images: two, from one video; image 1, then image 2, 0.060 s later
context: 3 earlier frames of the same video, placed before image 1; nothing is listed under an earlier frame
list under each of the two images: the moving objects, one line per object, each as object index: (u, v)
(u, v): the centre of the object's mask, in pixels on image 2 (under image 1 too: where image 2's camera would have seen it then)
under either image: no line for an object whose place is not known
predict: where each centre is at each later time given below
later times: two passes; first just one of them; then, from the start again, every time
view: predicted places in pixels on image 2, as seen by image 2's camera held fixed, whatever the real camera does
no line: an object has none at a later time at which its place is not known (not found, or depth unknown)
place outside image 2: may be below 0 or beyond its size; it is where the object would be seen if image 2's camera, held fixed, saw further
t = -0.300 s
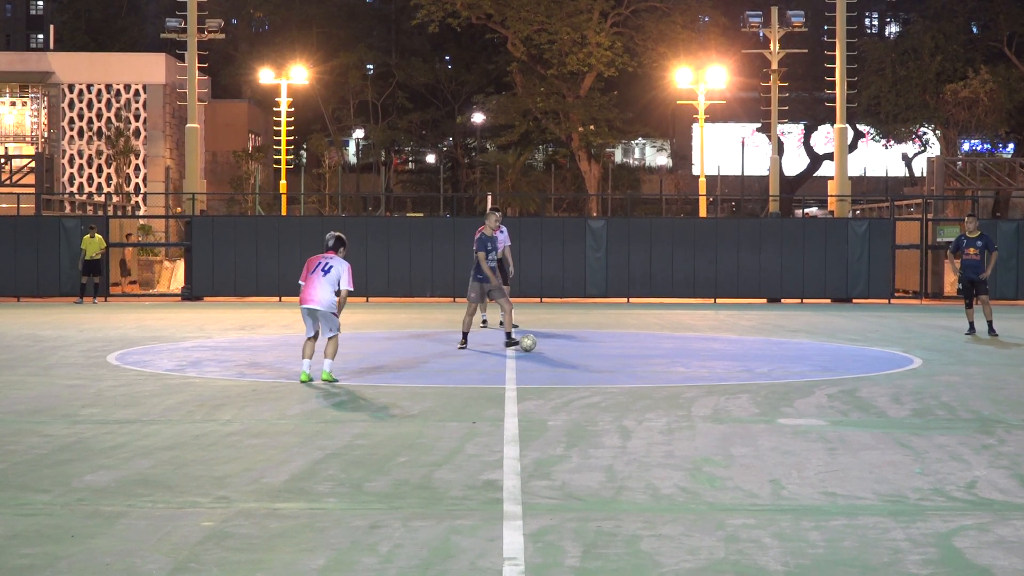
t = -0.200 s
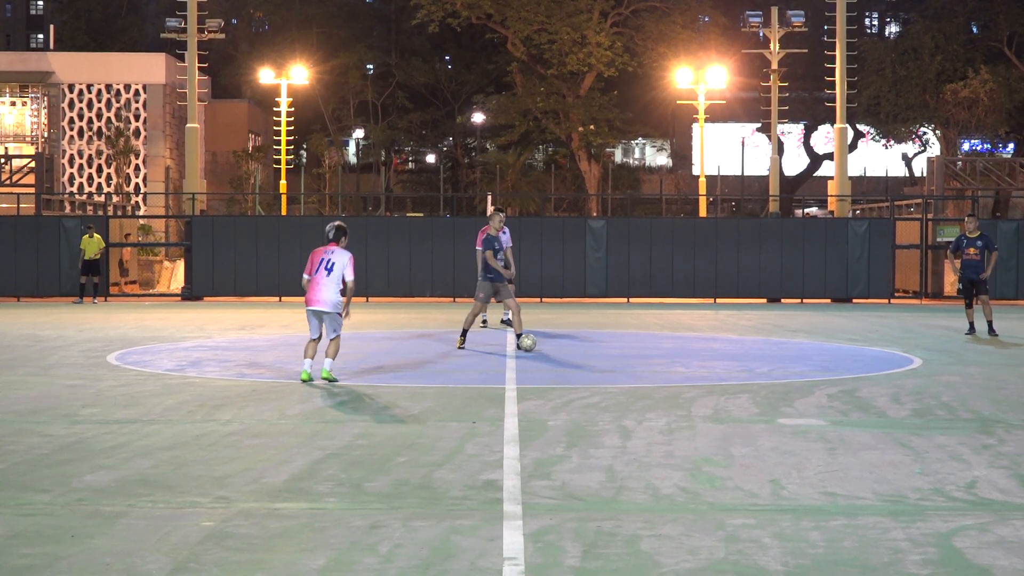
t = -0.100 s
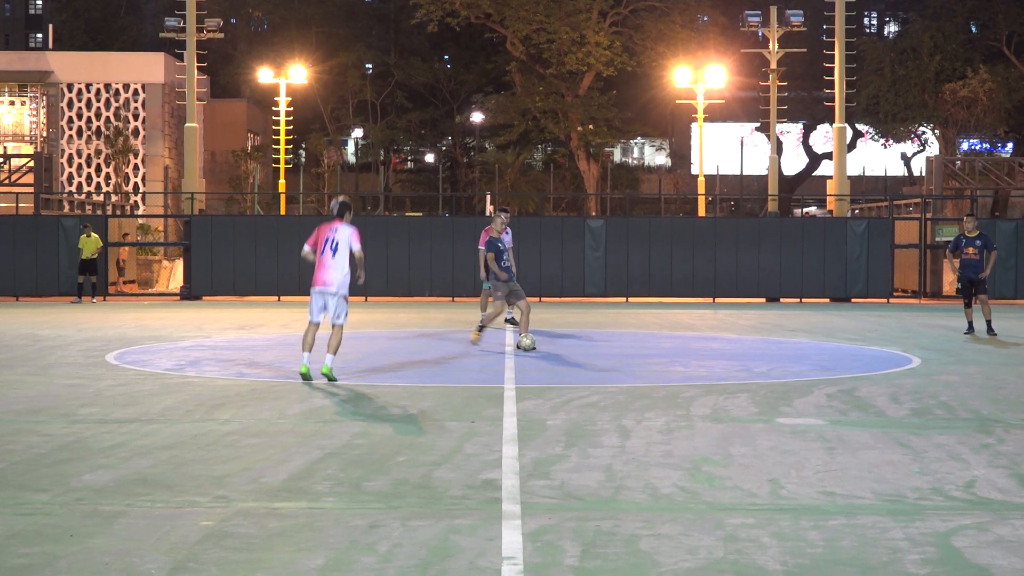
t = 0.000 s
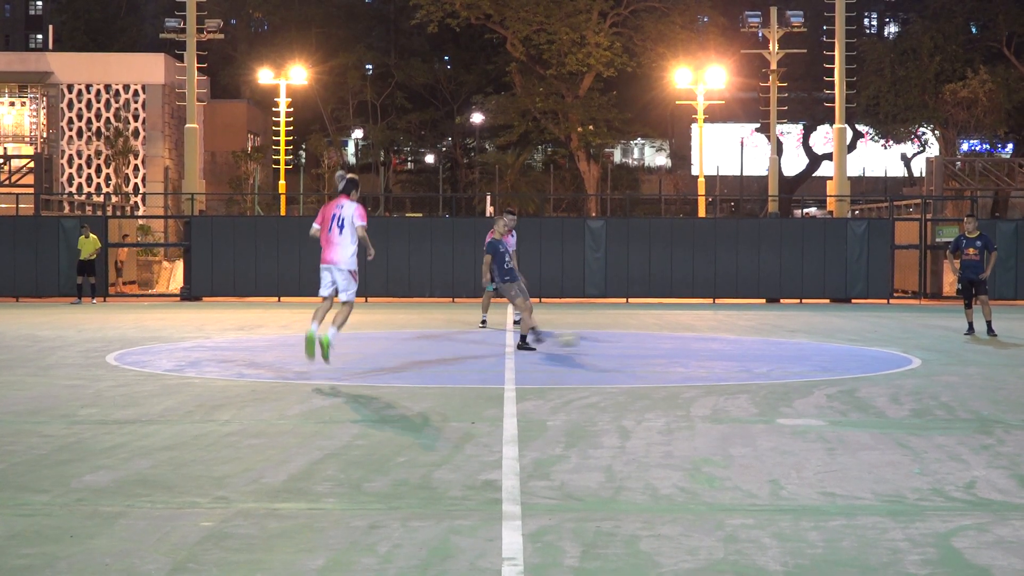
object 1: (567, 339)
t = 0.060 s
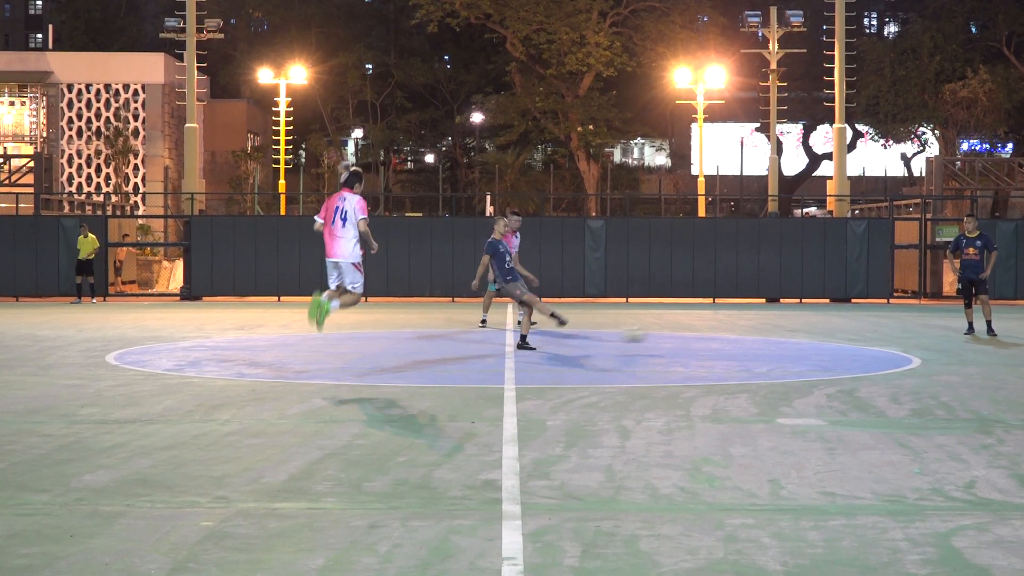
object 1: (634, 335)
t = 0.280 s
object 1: (879, 346)
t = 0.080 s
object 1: (657, 336)
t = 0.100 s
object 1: (679, 333)
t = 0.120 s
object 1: (702, 334)
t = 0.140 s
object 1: (722, 333)
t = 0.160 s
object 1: (745, 333)
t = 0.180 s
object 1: (767, 335)
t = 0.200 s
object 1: (790, 336)
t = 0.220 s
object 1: (812, 338)
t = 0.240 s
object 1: (834, 341)
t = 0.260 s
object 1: (857, 343)
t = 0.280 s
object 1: (879, 346)
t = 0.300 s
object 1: (902, 350)
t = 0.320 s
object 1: (921, 349)
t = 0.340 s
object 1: (939, 347)
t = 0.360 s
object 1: (958, 345)
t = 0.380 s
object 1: (975, 344)
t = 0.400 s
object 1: (993, 343)
